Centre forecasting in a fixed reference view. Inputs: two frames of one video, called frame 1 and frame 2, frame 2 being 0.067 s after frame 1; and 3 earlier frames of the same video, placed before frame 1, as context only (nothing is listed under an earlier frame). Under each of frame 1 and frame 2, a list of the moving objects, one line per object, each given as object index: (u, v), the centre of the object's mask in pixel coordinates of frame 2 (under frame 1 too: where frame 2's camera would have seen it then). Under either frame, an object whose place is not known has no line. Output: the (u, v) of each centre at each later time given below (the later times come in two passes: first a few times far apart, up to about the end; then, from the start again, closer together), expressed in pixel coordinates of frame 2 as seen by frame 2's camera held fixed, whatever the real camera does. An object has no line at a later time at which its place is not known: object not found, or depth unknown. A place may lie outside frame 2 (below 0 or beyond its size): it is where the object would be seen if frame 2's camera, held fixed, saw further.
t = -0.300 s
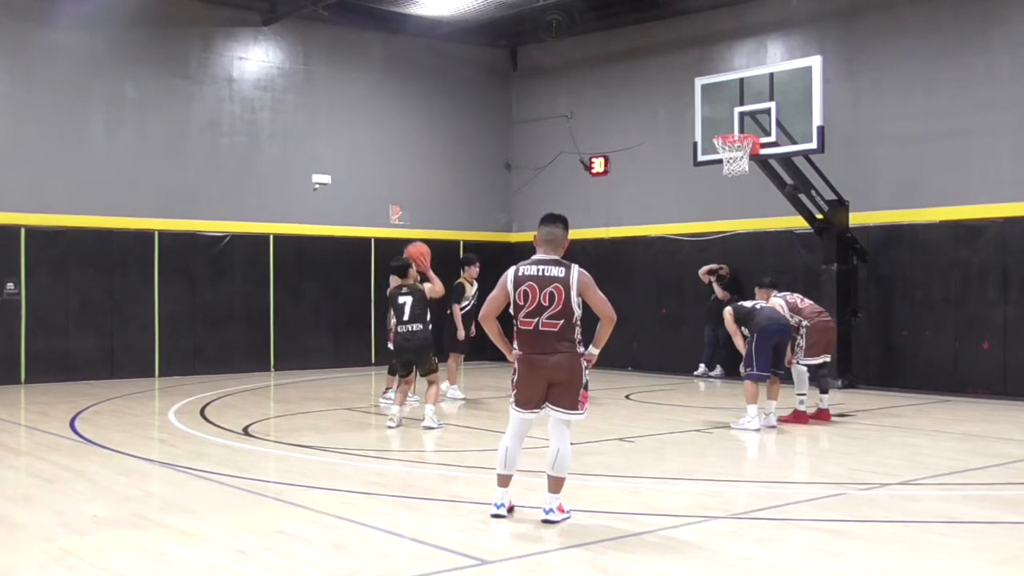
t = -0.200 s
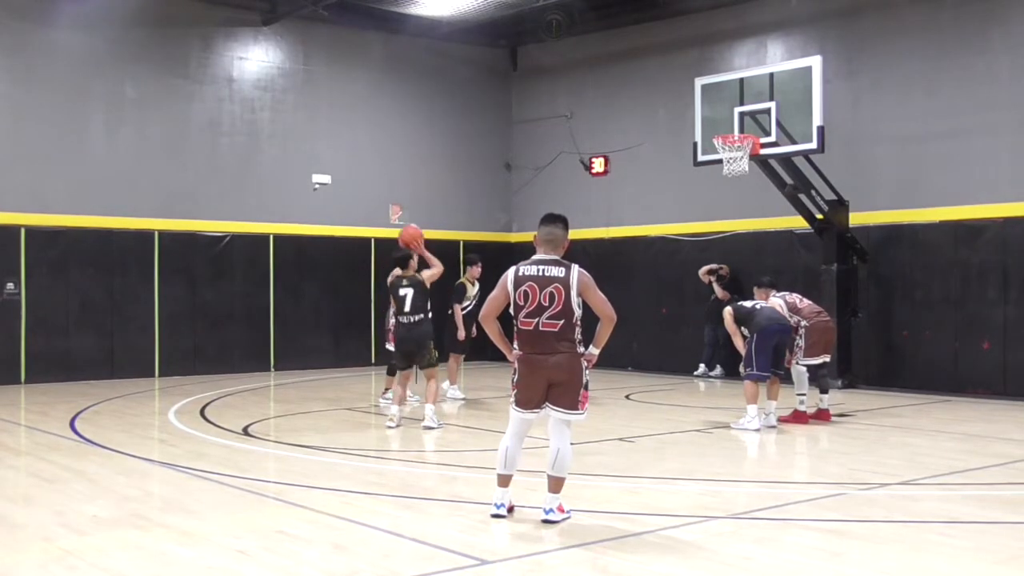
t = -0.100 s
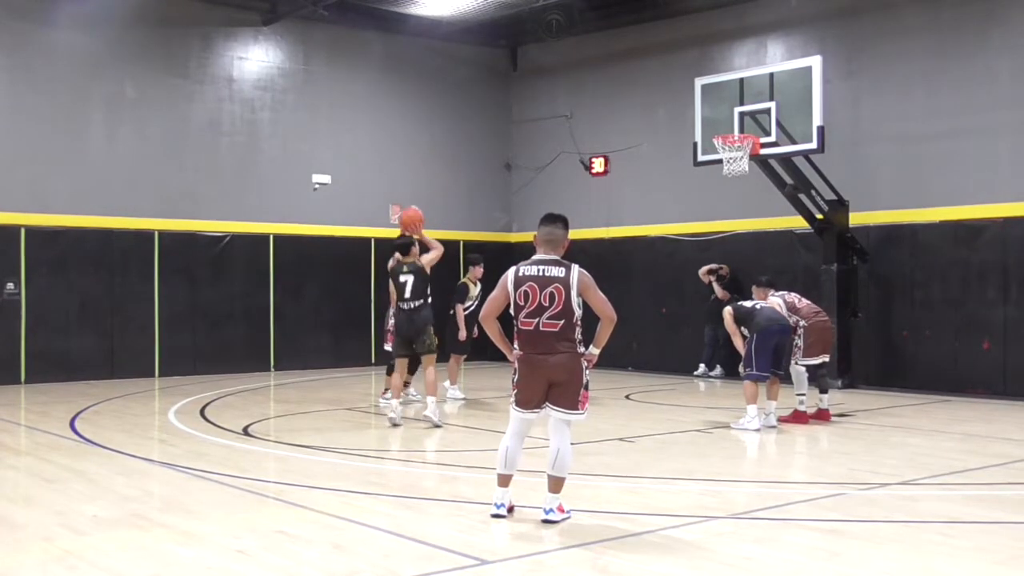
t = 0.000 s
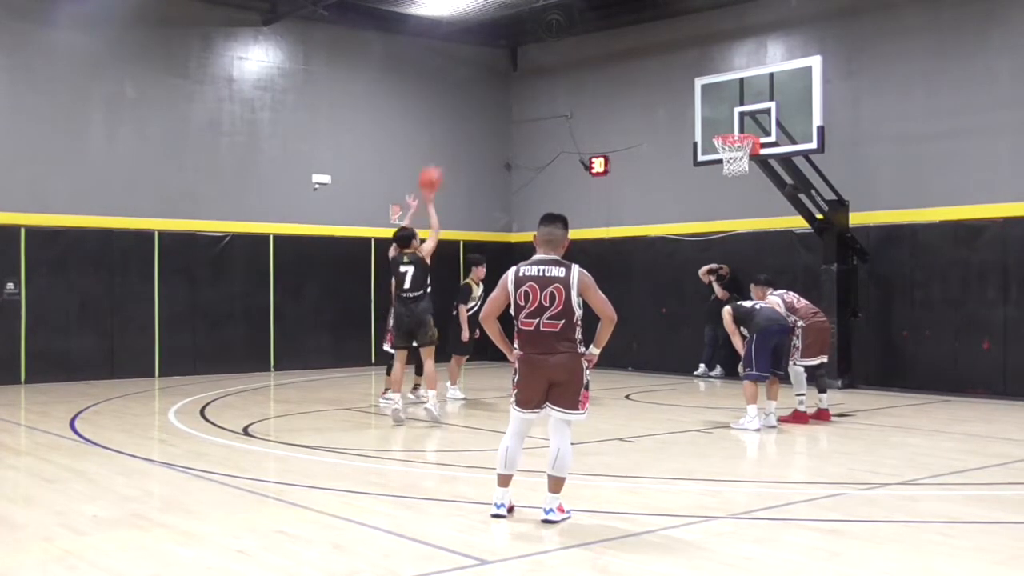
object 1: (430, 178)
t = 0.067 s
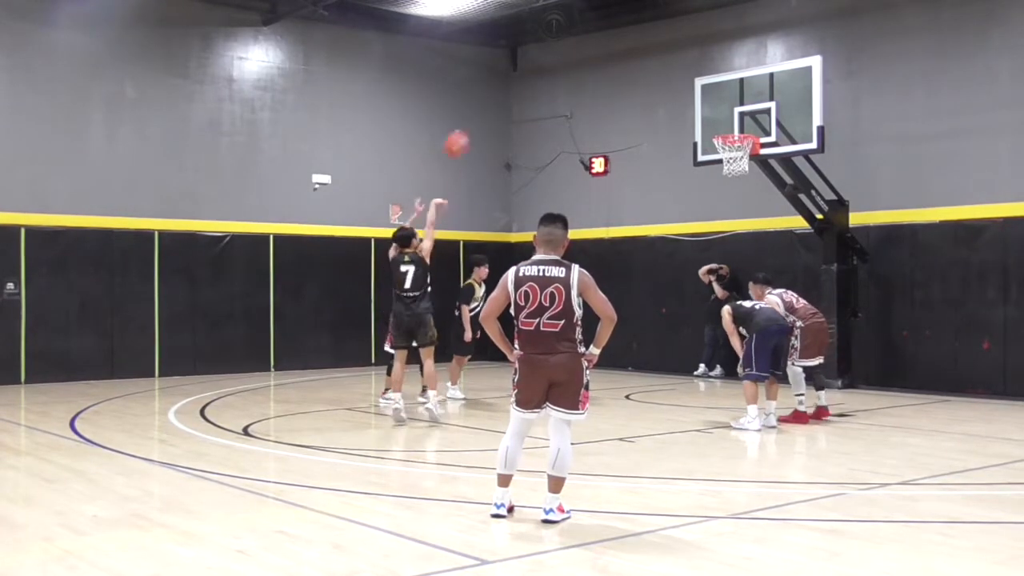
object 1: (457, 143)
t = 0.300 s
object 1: (540, 65)
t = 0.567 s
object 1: (623, 45)
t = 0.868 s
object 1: (706, 96)
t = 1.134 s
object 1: (739, 184)
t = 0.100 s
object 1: (469, 128)
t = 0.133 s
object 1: (481, 114)
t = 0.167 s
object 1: (493, 102)
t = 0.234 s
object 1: (517, 82)
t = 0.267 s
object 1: (529, 73)
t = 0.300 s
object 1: (540, 65)
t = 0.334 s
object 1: (551, 59)
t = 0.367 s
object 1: (562, 53)
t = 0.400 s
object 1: (573, 50)
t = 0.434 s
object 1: (583, 47)
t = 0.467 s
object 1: (594, 45)
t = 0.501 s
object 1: (604, 44)
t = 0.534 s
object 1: (613, 44)
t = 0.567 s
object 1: (623, 45)
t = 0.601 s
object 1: (633, 47)
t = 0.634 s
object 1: (643, 51)
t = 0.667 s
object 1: (652, 54)
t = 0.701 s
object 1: (661, 59)
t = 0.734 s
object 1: (670, 65)
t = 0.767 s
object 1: (679, 72)
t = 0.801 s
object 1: (688, 78)
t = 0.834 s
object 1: (697, 87)
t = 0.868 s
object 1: (706, 96)
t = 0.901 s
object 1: (714, 106)
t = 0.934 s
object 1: (722, 116)
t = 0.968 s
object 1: (729, 126)
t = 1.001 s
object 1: (736, 137)
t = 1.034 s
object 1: (740, 147)
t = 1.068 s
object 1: (740, 168)
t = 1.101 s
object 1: (741, 174)
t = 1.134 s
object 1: (739, 184)
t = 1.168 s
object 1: (738, 196)
